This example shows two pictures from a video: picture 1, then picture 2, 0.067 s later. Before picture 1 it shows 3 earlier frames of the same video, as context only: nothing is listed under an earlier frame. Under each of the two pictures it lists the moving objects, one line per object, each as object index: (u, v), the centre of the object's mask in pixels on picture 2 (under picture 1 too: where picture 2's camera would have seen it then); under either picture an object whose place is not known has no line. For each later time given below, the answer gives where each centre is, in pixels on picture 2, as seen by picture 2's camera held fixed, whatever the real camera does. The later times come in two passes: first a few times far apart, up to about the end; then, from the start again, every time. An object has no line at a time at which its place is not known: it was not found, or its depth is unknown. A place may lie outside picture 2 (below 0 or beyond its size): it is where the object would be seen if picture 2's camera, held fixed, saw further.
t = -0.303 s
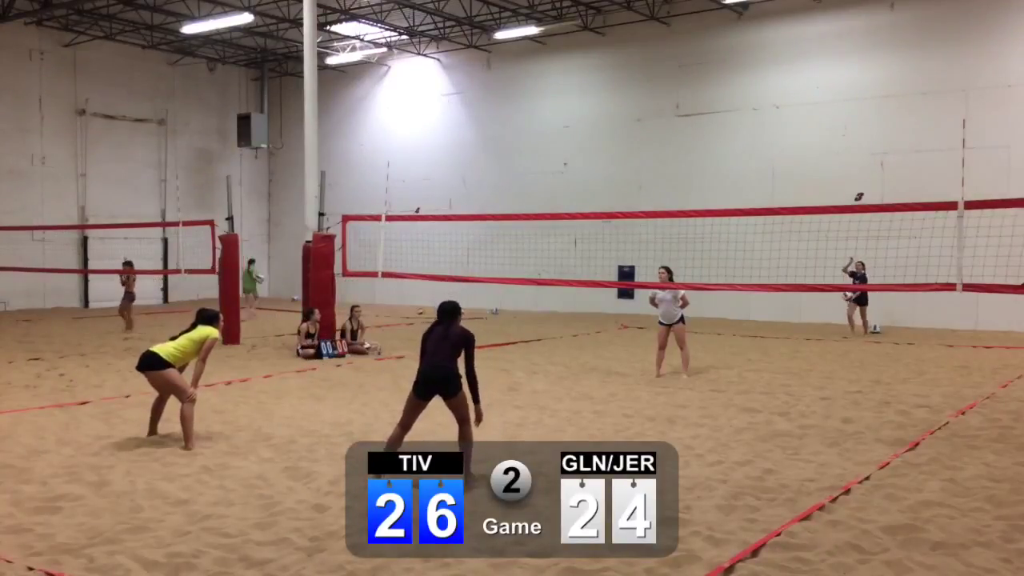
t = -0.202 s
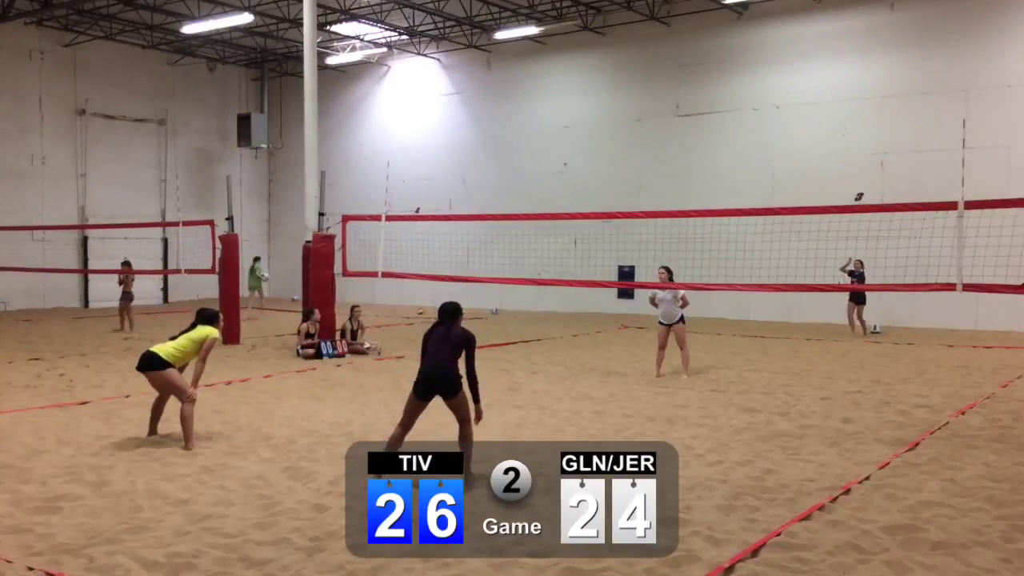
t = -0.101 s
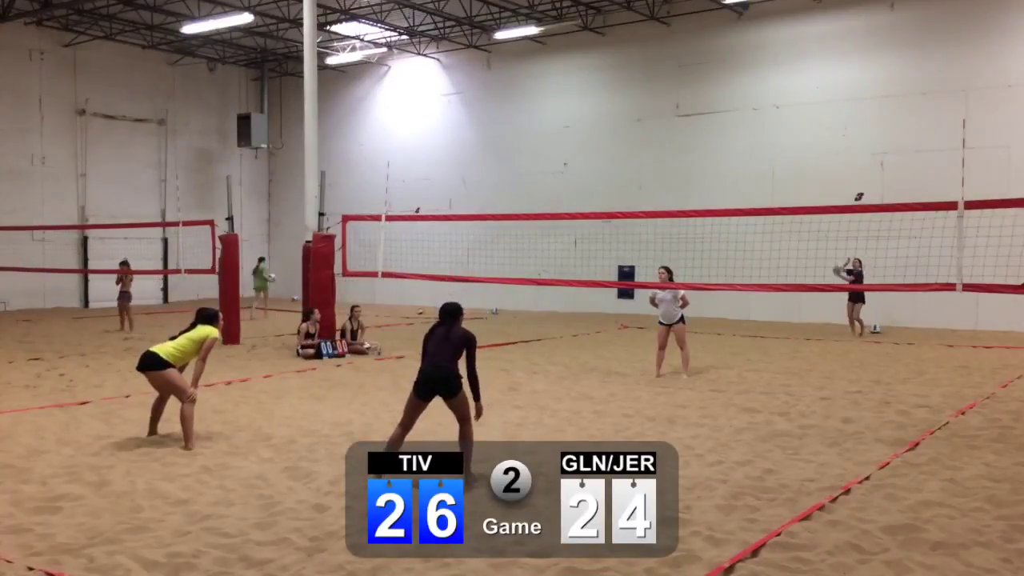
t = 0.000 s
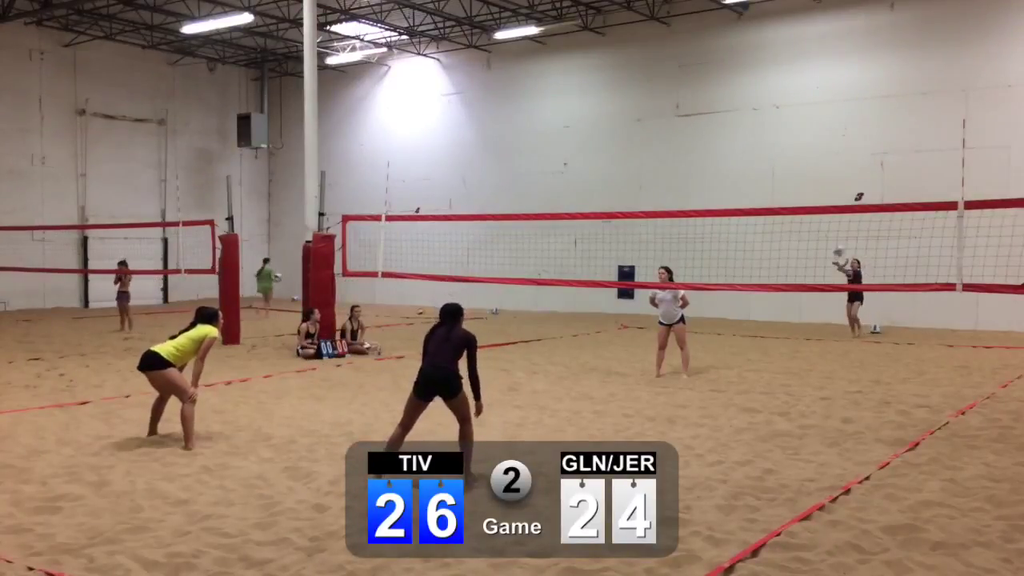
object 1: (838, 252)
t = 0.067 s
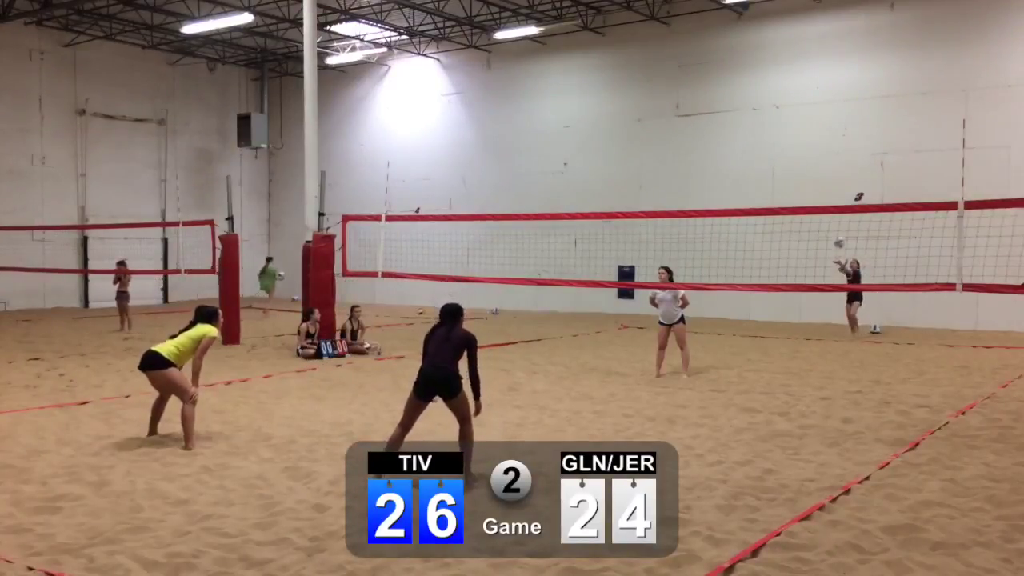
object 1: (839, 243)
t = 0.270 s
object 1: (840, 230)
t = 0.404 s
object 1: (841, 232)
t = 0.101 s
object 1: (839, 239)
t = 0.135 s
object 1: (839, 236)
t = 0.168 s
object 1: (839, 233)
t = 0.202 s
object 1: (839, 232)
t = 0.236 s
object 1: (839, 231)
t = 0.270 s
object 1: (840, 230)
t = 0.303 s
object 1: (840, 230)
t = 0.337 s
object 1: (840, 230)
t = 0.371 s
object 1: (840, 230)
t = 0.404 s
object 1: (841, 232)
